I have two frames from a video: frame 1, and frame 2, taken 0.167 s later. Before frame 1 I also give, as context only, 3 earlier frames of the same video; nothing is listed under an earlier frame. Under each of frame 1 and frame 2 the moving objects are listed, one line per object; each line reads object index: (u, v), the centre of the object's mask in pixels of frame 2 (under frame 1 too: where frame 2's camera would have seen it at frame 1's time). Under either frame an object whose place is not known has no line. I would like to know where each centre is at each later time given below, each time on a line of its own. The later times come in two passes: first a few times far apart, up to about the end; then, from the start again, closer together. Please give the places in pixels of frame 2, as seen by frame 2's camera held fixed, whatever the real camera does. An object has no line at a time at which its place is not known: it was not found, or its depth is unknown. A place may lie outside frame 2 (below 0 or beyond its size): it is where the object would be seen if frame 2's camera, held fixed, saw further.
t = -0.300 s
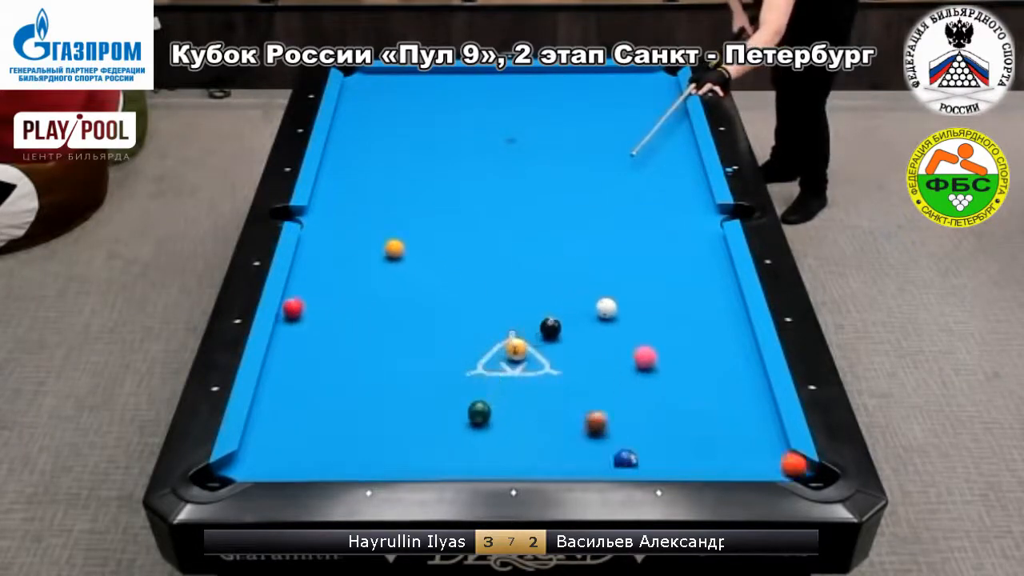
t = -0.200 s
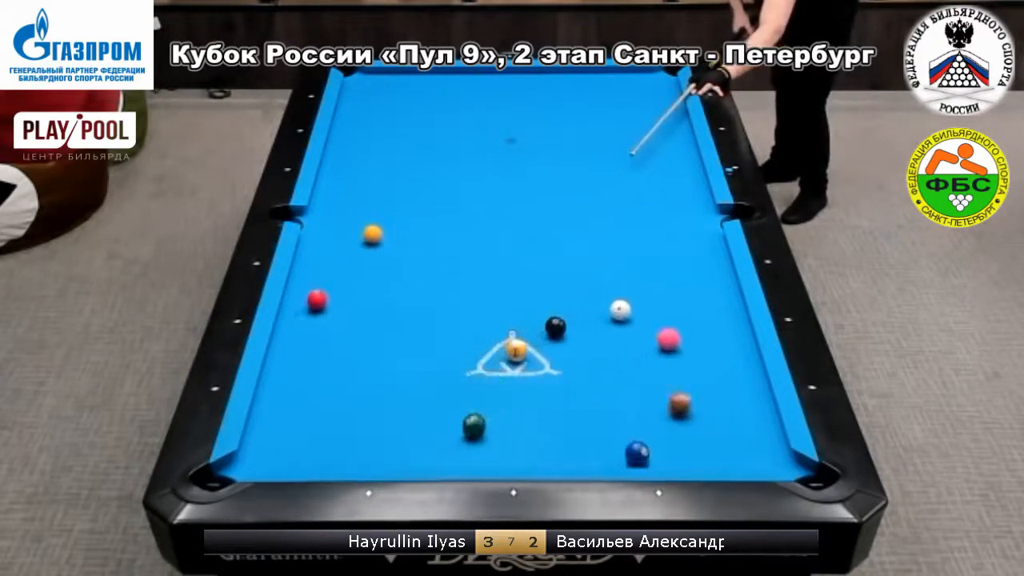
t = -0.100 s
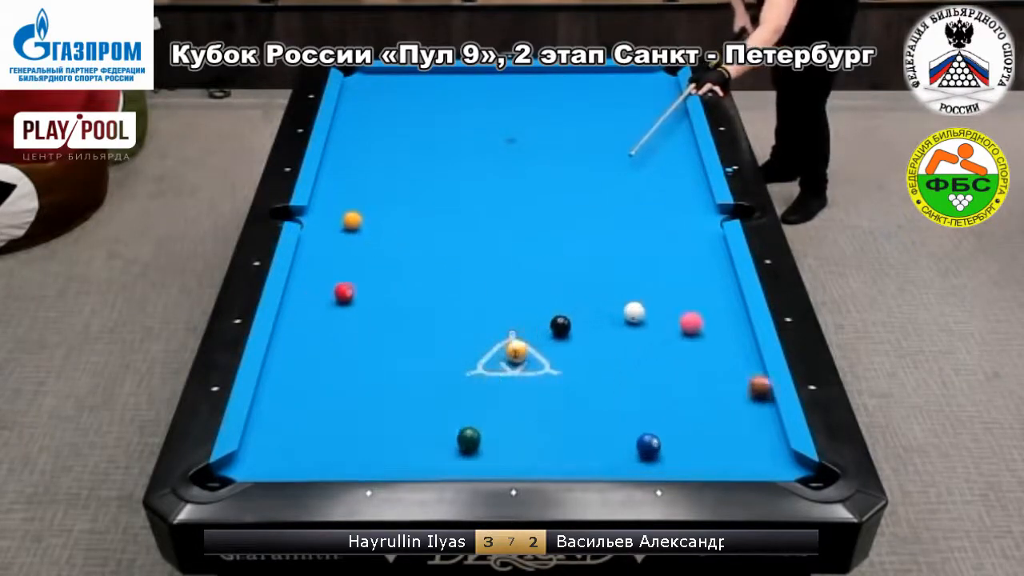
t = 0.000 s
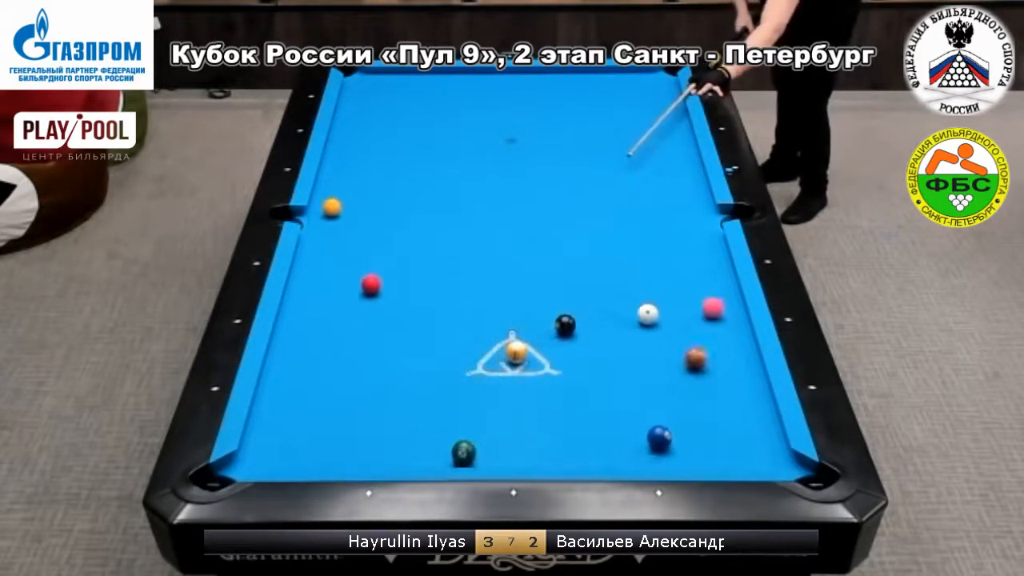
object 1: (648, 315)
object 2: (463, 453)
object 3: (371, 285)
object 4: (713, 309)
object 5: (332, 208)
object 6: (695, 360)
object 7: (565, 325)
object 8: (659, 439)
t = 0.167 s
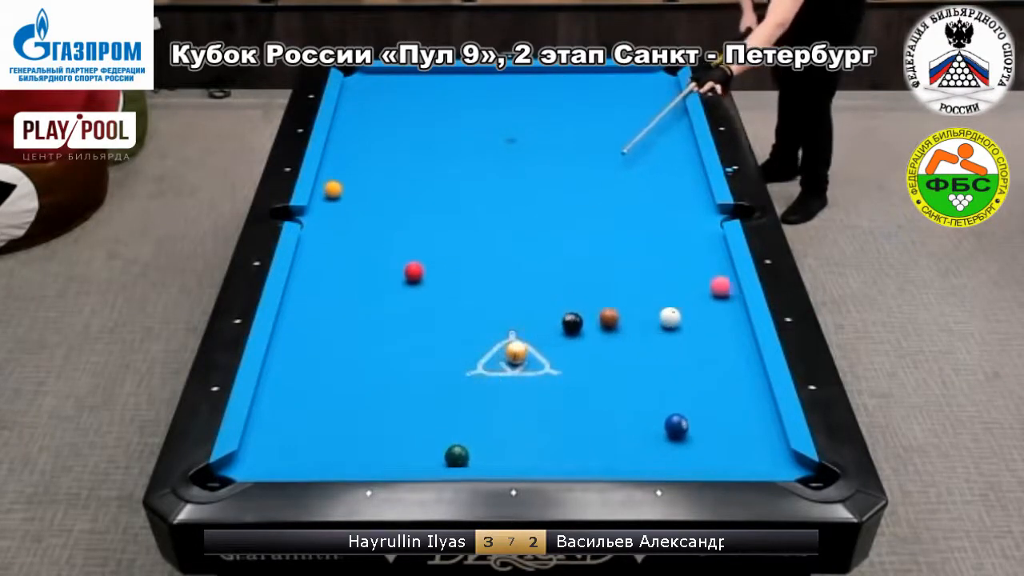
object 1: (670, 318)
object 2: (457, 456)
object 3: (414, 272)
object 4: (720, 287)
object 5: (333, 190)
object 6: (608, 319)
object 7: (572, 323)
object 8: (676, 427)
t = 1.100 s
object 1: (724, 327)
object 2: (435, 392)
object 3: (451, 137)
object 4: (600, 212)
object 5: (449, 118)
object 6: (462, 246)
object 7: (597, 316)
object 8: (753, 371)
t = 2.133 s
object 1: (689, 324)
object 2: (423, 346)
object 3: (438, 104)
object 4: (506, 153)
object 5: (545, 77)
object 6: (418, 225)
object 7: (602, 315)
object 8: (705, 342)
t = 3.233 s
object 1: (677, 321)
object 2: (415, 320)
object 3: (427, 186)
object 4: (435, 111)
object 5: (634, 109)
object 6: (393, 215)
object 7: (602, 315)
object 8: (689, 335)
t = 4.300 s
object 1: (677, 322)
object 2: (413, 312)
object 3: (419, 270)
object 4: (390, 82)
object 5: (674, 133)
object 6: (389, 215)
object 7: (602, 315)
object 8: (689, 335)
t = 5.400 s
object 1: (677, 322)
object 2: (404, 351)
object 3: (420, 309)
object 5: (651, 145)
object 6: (389, 215)
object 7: (602, 315)
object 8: (690, 335)
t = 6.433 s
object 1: (677, 322)
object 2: (391, 391)
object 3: (420, 310)
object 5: (645, 147)
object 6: (389, 215)
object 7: (602, 315)
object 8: (690, 335)
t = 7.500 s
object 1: (677, 321)
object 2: (383, 414)
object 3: (420, 310)
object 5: (645, 147)
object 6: (389, 215)
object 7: (601, 315)
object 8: (689, 335)
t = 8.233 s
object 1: (677, 321)
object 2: (383, 418)
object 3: (420, 310)
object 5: (645, 147)
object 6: (389, 215)
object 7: (601, 315)
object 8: (689, 335)
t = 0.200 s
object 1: (674, 319)
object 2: (456, 455)
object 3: (422, 270)
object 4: (716, 284)
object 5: (337, 187)
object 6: (594, 311)
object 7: (573, 323)
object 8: (679, 424)
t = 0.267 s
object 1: (683, 320)
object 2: (454, 450)
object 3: (438, 265)
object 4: (706, 277)
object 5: (347, 181)
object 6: (565, 296)
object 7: (576, 322)
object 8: (686, 419)
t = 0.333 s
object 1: (691, 321)
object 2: (452, 445)
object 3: (454, 260)
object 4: (696, 271)
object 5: (357, 176)
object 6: (538, 283)
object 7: (579, 322)
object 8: (692, 415)
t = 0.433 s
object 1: (704, 323)
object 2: (450, 436)
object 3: (477, 254)
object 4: (682, 262)
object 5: (370, 167)
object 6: (499, 263)
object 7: (582, 321)
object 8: (702, 408)
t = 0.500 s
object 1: (712, 324)
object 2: (448, 431)
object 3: (473, 240)
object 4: (673, 257)
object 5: (379, 162)
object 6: (494, 260)
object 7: (584, 320)
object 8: (708, 404)
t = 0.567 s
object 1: (720, 325)
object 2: (446, 427)
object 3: (466, 224)
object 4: (664, 251)
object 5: (387, 156)
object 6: (494, 260)
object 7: (586, 320)
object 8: (713, 400)
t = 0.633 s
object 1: (728, 327)
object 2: (445, 422)
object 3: (462, 212)
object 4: (655, 246)
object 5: (396, 151)
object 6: (490, 259)
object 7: (588, 319)
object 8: (719, 396)
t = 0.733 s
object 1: (740, 328)
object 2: (443, 415)
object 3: (459, 194)
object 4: (643, 238)
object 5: (408, 143)
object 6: (484, 255)
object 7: (590, 318)
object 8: (727, 390)
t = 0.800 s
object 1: (740, 329)
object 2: (441, 411)
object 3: (458, 182)
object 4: (635, 233)
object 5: (416, 139)
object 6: (480, 254)
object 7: (592, 318)
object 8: (733, 386)
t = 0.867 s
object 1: (736, 328)
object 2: (440, 406)
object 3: (457, 171)
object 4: (627, 228)
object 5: (424, 134)
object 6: (476, 252)
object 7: (593, 318)
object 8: (738, 382)
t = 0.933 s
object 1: (732, 328)
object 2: (438, 402)
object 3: (455, 162)
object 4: (619, 223)
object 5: (432, 129)
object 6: (472, 250)
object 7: (595, 317)
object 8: (743, 379)
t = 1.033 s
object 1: (727, 327)
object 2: (437, 396)
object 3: (453, 147)
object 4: (608, 216)
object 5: (442, 122)
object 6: (466, 247)
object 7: (596, 317)
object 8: (751, 374)
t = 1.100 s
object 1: (724, 327)
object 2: (435, 392)
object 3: (451, 137)
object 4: (600, 212)
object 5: (449, 118)
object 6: (462, 246)
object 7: (597, 316)
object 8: (753, 371)
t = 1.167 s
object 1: (721, 327)
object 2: (434, 388)
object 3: (450, 128)
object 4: (593, 208)
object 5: (457, 113)
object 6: (459, 244)
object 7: (598, 316)
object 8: (750, 368)
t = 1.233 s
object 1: (717, 327)
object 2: (433, 385)
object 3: (449, 119)
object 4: (586, 203)
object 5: (464, 109)
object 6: (455, 243)
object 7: (599, 315)
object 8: (746, 366)
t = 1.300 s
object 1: (715, 326)
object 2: (432, 381)
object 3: (448, 111)
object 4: (580, 199)
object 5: (470, 105)
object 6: (452, 241)
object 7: (599, 315)
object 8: (742, 364)
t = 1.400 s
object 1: (710, 326)
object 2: (431, 376)
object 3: (446, 98)
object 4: (570, 193)
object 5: (480, 99)
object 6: (448, 239)
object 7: (600, 315)
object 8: (736, 361)
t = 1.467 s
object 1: (708, 326)
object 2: (430, 373)
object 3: (445, 91)
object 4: (563, 189)
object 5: (486, 95)
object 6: (444, 237)
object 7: (601, 315)
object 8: (733, 359)
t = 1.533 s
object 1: (705, 326)
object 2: (429, 370)
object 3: (444, 83)
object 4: (557, 185)
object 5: (493, 91)
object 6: (441, 236)
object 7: (601, 315)
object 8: (730, 357)
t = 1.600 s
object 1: (703, 325)
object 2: (428, 367)
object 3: (442, 76)
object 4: (551, 181)
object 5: (499, 88)
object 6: (438, 235)
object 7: (601, 315)
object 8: (727, 355)
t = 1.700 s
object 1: (700, 325)
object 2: (427, 362)
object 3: (441, 74)
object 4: (542, 176)
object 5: (507, 82)
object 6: (434, 233)
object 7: (601, 315)
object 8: (722, 352)
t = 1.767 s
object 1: (697, 325)
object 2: (426, 360)
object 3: (441, 79)
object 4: (536, 172)
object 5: (514, 79)
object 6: (432, 231)
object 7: (601, 315)
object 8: (719, 350)
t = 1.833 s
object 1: (695, 325)
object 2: (426, 357)
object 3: (440, 84)
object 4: (530, 169)
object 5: (519, 76)
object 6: (429, 230)
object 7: (602, 315)
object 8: (716, 349)
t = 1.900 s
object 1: (694, 324)
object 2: (425, 354)
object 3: (440, 88)
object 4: (525, 165)
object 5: (525, 73)
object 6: (426, 229)
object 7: (601, 315)
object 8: (713, 347)
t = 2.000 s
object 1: (692, 324)
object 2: (424, 351)
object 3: (439, 95)
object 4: (516, 161)
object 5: (533, 72)
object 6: (423, 228)
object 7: (601, 315)
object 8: (709, 345)
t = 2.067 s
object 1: (690, 324)
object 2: (424, 348)
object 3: (438, 100)
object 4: (511, 157)
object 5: (539, 74)
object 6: (420, 227)
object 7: (601, 315)
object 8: (707, 344)
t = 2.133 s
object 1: (689, 324)
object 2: (423, 346)
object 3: (438, 104)
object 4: (506, 153)
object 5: (545, 77)
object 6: (418, 225)
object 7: (602, 315)
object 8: (705, 342)
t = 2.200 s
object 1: (687, 324)
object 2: (422, 344)
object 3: (437, 109)
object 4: (501, 150)
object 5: (550, 79)
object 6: (416, 224)
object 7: (602, 315)
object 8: (703, 341)
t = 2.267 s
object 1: (686, 324)
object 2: (422, 342)
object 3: (437, 113)
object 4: (496, 148)
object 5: (556, 81)
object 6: (414, 224)
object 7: (602, 315)
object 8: (701, 340)
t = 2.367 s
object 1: (684, 323)
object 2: (421, 338)
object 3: (435, 121)
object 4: (489, 143)
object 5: (565, 84)
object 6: (411, 222)
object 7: (602, 315)
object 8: (698, 338)
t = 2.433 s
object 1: (683, 323)
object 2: (420, 337)
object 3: (435, 126)
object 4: (484, 140)
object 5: (570, 86)
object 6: (410, 222)
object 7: (602, 315)
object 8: (696, 338)
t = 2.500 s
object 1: (682, 323)
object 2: (420, 335)
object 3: (435, 131)
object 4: (479, 138)
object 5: (575, 88)
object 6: (408, 221)
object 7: (602, 315)
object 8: (694, 337)
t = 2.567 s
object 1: (682, 322)
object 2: (419, 333)
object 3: (434, 135)
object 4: (475, 135)
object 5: (581, 90)
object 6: (406, 220)
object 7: (602, 315)
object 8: (693, 336)
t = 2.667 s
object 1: (680, 322)
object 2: (419, 330)
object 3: (433, 143)
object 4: (469, 131)
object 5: (589, 93)
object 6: (404, 219)
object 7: (602, 315)
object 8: (691, 336)
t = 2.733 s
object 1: (679, 322)
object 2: (418, 329)
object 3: (432, 148)
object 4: (464, 128)
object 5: (595, 94)
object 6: (402, 218)
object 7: (602, 315)
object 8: (691, 336)
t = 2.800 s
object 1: (679, 322)
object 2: (418, 327)
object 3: (432, 153)
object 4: (461, 126)
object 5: (600, 97)
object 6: (401, 218)
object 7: (602, 315)
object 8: (690, 336)
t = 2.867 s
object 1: (678, 321)
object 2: (417, 326)
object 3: (431, 158)
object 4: (456, 123)
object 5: (605, 99)
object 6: (400, 217)
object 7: (602, 315)
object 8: (689, 335)
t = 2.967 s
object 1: (678, 321)
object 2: (416, 324)
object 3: (430, 166)
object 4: (450, 120)
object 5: (613, 101)
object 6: (398, 217)
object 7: (602, 315)
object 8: (689, 335)
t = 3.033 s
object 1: (678, 321)
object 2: (416, 323)
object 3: (429, 171)
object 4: (446, 118)
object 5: (619, 103)
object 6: (396, 216)
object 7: (602, 315)
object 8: (689, 335)
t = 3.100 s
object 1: (677, 321)
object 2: (415, 321)
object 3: (429, 176)
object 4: (443, 115)
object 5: (624, 105)
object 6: (395, 216)
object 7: (602, 315)
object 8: (689, 335)
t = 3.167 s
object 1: (677, 321)
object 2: (415, 320)
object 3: (428, 181)
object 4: (439, 113)
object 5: (629, 107)
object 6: (394, 215)
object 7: (602, 315)
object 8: (689, 335)
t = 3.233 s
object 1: (677, 321)
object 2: (415, 320)
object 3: (427, 186)
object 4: (435, 111)
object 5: (634, 109)
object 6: (393, 215)
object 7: (602, 315)
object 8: (689, 335)
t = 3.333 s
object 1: (677, 322)
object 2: (414, 318)
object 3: (427, 193)
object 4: (431, 108)
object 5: (642, 112)
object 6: (392, 215)
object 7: (602, 315)
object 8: (689, 335)
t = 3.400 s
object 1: (677, 322)
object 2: (414, 317)
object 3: (426, 198)
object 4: (427, 105)
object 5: (647, 114)
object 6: (391, 215)
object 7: (602, 315)
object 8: (689, 335)
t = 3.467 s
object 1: (677, 322)
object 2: (414, 316)
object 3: (426, 204)
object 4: (424, 103)
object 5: (652, 115)
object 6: (391, 215)
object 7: (602, 315)
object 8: (689, 335)
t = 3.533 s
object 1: (677, 322)
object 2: (414, 316)
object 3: (425, 209)
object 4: (420, 101)
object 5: (657, 117)
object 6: (390, 215)
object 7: (602, 315)
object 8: (689, 335)
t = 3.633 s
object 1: (677, 322)
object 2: (413, 314)
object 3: (424, 217)
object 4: (416, 98)
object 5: (664, 120)
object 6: (389, 215)
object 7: (602, 315)
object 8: (689, 335)
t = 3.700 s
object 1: (677, 322)
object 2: (413, 314)
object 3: (424, 222)
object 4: (413, 96)
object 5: (669, 122)
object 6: (389, 215)
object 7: (602, 315)
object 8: (689, 335)
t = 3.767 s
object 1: (677, 322)
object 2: (413, 314)
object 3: (424, 228)
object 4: (410, 94)
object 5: (674, 123)
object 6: (389, 215)
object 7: (602, 315)
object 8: (689, 335)
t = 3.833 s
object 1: (677, 322)
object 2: (413, 313)
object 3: (423, 233)
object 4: (407, 93)
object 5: (678, 125)
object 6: (389, 215)
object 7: (602, 315)
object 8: (689, 335)
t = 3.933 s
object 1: (677, 322)
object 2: (413, 313)
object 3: (422, 241)
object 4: (403, 90)
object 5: (684, 127)
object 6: (389, 215)
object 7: (602, 315)
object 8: (689, 335)
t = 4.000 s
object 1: (677, 322)
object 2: (413, 313)
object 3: (422, 246)
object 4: (400, 88)
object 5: (683, 128)
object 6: (389, 215)
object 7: (602, 315)
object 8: (689, 335)
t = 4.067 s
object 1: (677, 322)
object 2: (413, 312)
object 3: (422, 252)
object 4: (398, 87)
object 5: (680, 130)
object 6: (389, 215)
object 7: (602, 315)
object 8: (689, 335)
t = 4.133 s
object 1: (677, 322)
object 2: (413, 312)
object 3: (421, 257)
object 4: (396, 85)
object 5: (678, 131)
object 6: (389, 215)
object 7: (602, 315)
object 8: (689, 335)
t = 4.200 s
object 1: (677, 322)
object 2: (413, 312)
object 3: (420, 263)
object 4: (393, 84)
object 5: (676, 132)
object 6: (389, 215)
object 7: (602, 315)
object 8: (689, 335)
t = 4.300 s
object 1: (677, 322)
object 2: (413, 312)
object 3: (419, 270)
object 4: (390, 82)
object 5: (674, 133)
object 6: (389, 215)
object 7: (602, 315)
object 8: (689, 335)
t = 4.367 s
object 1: (677, 322)
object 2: (413, 312)
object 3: (419, 276)
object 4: (388, 81)
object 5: (672, 134)
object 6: (389, 215)
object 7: (602, 315)
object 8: (689, 335)
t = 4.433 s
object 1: (677, 322)
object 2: (413, 312)
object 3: (418, 282)
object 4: (385, 79)
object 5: (669, 135)
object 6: (389, 215)
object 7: (602, 315)
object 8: (689, 335)
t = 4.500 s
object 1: (677, 322)
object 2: (413, 313)
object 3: (418, 288)
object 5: (668, 136)
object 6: (389, 215)
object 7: (602, 315)
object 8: (689, 335)
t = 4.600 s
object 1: (677, 322)
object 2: (413, 312)
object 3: (417, 294)
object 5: (665, 137)
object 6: (389, 215)
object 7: (602, 315)
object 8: (689, 335)
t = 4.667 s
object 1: (677, 322)
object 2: (414, 313)
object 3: (417, 297)
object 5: (664, 137)
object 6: (389, 215)
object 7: (602, 315)
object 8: (689, 335)
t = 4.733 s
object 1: (677, 322)
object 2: (413, 317)
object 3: (417, 299)
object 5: (662, 138)
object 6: (389, 215)
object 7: (602, 315)
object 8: (689, 335)
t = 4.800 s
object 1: (677, 322)
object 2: (412, 320)
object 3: (417, 301)
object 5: (661, 139)
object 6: (389, 215)
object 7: (602, 315)
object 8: (690, 335)
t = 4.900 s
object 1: (677, 322)
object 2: (410, 325)
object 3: (418, 303)
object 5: (658, 140)
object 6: (389, 215)
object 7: (602, 315)
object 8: (690, 335)
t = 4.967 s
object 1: (677, 322)
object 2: (409, 329)
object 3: (418, 305)
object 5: (657, 141)
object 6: (389, 215)
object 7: (602, 315)
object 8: (690, 335)
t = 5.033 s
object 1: (677, 322)
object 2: (408, 333)
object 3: (418, 305)
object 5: (656, 141)
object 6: (389, 215)
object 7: (602, 315)
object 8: (690, 335)
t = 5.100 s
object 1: (677, 322)
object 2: (407, 336)
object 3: (418, 307)
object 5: (655, 142)
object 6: (389, 215)
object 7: (602, 315)
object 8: (690, 335)
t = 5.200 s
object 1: (677, 322)
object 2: (407, 341)
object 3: (419, 308)
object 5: (653, 143)
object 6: (389, 215)
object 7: (602, 315)
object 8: (689, 335)
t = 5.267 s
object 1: (677, 322)
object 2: (406, 345)
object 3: (419, 309)
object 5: (653, 143)
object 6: (389, 215)
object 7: (602, 315)
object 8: (690, 335)
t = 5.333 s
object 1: (677, 322)
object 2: (405, 347)
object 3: (419, 309)
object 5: (651, 144)
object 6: (389, 215)
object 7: (602, 315)
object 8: (690, 335)
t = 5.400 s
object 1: (677, 322)
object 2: (404, 351)
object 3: (420, 309)
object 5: (651, 145)
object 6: (389, 215)
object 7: (602, 315)
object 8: (690, 335)
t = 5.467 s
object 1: (677, 322)
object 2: (403, 354)
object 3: (420, 310)
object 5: (649, 145)
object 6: (389, 215)
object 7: (602, 315)
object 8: (689, 335)
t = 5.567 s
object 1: (677, 322)
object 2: (402, 358)
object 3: (420, 311)
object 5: (648, 146)
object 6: (390, 215)
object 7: (602, 315)
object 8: (690, 335)
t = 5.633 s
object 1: (677, 322)
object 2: (401, 361)
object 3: (420, 311)
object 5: (648, 146)
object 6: (390, 215)
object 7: (602, 315)
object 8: (689, 335)
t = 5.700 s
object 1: (677, 322)
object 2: (400, 364)
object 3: (420, 311)
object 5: (648, 146)
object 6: (389, 215)
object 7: (602, 315)
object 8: (690, 335)
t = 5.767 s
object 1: (677, 322)
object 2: (400, 366)
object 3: (420, 311)
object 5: (646, 147)
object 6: (390, 215)
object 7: (602, 315)
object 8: (689, 335)
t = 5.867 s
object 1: (677, 322)
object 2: (399, 371)
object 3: (420, 311)
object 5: (646, 147)
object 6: (389, 215)
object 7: (602, 315)
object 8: (689, 335)
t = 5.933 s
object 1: (677, 322)
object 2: (398, 374)
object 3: (420, 311)
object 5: (646, 147)
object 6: (389, 215)
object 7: (602, 315)
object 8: (690, 335)
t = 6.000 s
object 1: (677, 322)
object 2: (397, 376)
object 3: (420, 311)
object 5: (645, 147)
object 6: (390, 215)
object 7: (602, 315)
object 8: (690, 335)
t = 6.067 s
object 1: (677, 322)
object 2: (396, 379)
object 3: (420, 311)
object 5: (645, 147)
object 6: (389, 215)
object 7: (602, 315)
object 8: (690, 335)
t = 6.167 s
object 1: (677, 322)
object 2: (395, 382)
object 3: (420, 310)
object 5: (645, 147)
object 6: (389, 215)
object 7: (602, 315)
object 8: (690, 335)
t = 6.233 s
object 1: (677, 322)
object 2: (394, 385)
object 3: (420, 311)
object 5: (645, 147)
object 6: (389, 215)
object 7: (602, 315)
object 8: (690, 335)
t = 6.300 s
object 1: (677, 322)
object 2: (393, 387)
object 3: (420, 310)
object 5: (645, 147)
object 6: (389, 215)
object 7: (602, 315)
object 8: (690, 335)
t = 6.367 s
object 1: (677, 322)
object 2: (392, 389)
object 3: (420, 310)
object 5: (645, 147)
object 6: (389, 215)
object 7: (602, 315)
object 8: (690, 335)
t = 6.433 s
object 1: (677, 322)
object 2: (391, 391)
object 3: (420, 310)
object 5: (645, 147)
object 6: (389, 215)
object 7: (602, 315)
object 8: (690, 335)
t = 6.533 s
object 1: (677, 322)
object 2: (390, 394)
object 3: (420, 310)
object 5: (645, 147)
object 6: (389, 215)
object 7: (602, 315)
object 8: (690, 335)
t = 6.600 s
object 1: (677, 322)
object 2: (389, 396)
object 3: (420, 310)
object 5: (645, 147)
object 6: (389, 215)
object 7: (602, 315)
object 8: (690, 335)
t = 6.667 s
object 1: (677, 322)
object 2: (388, 398)
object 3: (420, 310)
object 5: (645, 147)
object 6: (389, 215)
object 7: (602, 315)
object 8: (690, 335)
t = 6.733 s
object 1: (677, 322)
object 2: (387, 400)
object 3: (420, 310)
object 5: (645, 147)
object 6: (389, 215)
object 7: (602, 315)
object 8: (689, 335)
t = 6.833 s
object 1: (677, 322)
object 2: (386, 402)
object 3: (420, 310)
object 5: (645, 147)
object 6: (389, 215)
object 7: (602, 315)
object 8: (690, 335)
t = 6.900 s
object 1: (677, 322)
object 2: (386, 404)
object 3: (420, 310)
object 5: (645, 147)
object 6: (389, 215)
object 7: (602, 315)
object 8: (690, 335)
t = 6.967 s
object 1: (677, 322)
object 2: (386, 406)
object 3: (420, 310)
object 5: (645, 147)
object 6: (389, 215)
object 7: (602, 315)
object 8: (690, 335)
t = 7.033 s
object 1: (677, 322)
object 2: (385, 407)
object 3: (420, 310)
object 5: (645, 147)
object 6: (389, 215)
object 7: (602, 315)
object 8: (690, 335)
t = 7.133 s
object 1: (677, 322)
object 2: (385, 409)
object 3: (420, 310)
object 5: (645, 147)
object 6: (389, 215)
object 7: (602, 315)
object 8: (690, 335)
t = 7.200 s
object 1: (677, 322)
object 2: (384, 410)
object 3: (420, 310)
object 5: (645, 147)
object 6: (389, 215)
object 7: (602, 315)
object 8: (689, 335)
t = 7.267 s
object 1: (677, 322)
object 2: (384, 411)
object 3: (420, 310)
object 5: (645, 147)
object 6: (389, 215)
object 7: (602, 315)
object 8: (690, 335)
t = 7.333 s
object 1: (677, 322)
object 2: (384, 413)
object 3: (420, 310)
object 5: (645, 147)
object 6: (389, 215)
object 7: (602, 315)
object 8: (690, 335)
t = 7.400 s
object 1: (677, 322)
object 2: (383, 413)
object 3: (420, 311)
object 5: (645, 147)
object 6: (389, 215)
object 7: (602, 315)
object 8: (689, 335)
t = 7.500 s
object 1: (677, 321)
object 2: (383, 414)
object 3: (420, 310)
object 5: (645, 147)
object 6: (389, 215)
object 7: (601, 315)
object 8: (689, 335)
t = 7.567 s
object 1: (677, 321)
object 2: (383, 415)
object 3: (420, 310)
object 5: (645, 147)
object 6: (389, 215)
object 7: (601, 315)
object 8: (689, 335)
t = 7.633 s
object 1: (677, 321)
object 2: (383, 416)
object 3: (420, 310)
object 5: (645, 147)
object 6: (389, 215)
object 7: (601, 315)
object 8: (689, 335)
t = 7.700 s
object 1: (677, 321)
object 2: (383, 417)
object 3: (420, 310)
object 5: (645, 147)
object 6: (389, 215)
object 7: (601, 315)
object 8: (689, 335)
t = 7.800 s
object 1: (677, 321)
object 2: (383, 417)
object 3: (420, 310)
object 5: (645, 147)
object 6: (389, 215)
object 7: (601, 315)
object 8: (689, 335)
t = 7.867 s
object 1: (677, 321)
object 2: (383, 417)
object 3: (420, 310)
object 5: (645, 147)
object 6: (389, 214)
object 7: (601, 315)
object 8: (689, 335)
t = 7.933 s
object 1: (677, 321)
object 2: (383, 418)
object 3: (420, 310)
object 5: (645, 147)
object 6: (389, 214)
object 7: (601, 315)
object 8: (689, 335)
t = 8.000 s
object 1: (677, 321)
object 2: (383, 418)
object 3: (420, 310)
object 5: (645, 147)
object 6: (389, 215)
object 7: (601, 315)
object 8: (689, 335)
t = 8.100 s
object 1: (677, 321)
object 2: (383, 418)
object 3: (420, 310)
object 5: (645, 147)
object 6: (389, 215)
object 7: (601, 315)
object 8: (689, 335)
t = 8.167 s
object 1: (677, 321)
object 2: (383, 418)
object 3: (420, 310)
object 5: (645, 147)
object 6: (389, 215)
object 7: (602, 315)
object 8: (689, 335)
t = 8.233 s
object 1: (677, 321)
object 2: (383, 418)
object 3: (420, 310)
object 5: (645, 147)
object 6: (389, 215)
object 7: (601, 315)
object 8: (689, 335)
